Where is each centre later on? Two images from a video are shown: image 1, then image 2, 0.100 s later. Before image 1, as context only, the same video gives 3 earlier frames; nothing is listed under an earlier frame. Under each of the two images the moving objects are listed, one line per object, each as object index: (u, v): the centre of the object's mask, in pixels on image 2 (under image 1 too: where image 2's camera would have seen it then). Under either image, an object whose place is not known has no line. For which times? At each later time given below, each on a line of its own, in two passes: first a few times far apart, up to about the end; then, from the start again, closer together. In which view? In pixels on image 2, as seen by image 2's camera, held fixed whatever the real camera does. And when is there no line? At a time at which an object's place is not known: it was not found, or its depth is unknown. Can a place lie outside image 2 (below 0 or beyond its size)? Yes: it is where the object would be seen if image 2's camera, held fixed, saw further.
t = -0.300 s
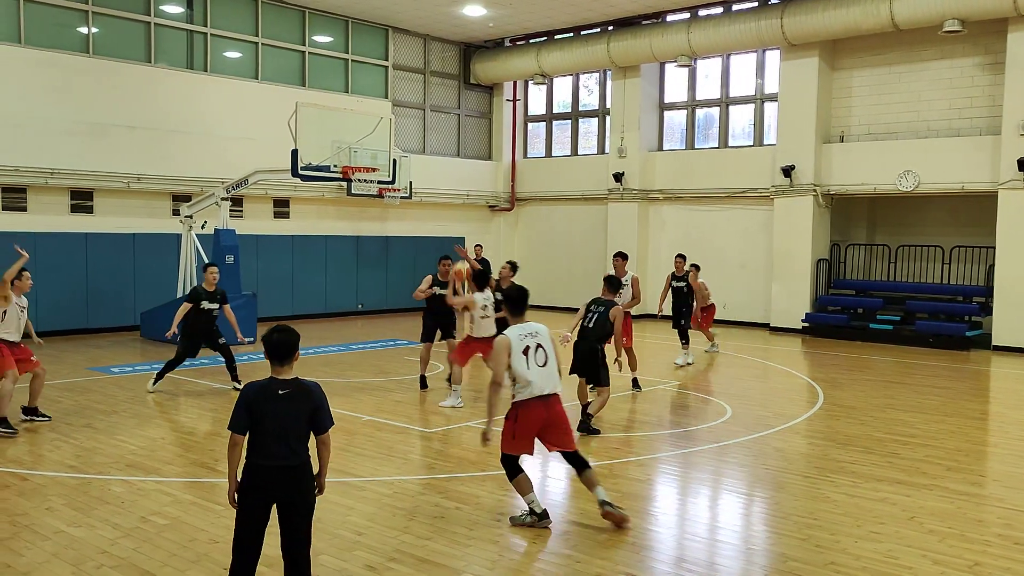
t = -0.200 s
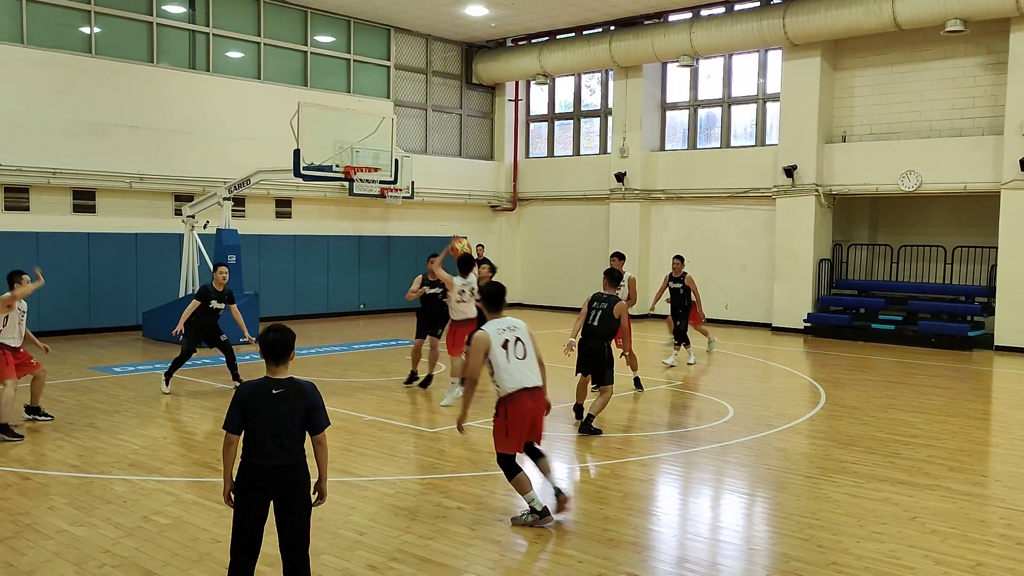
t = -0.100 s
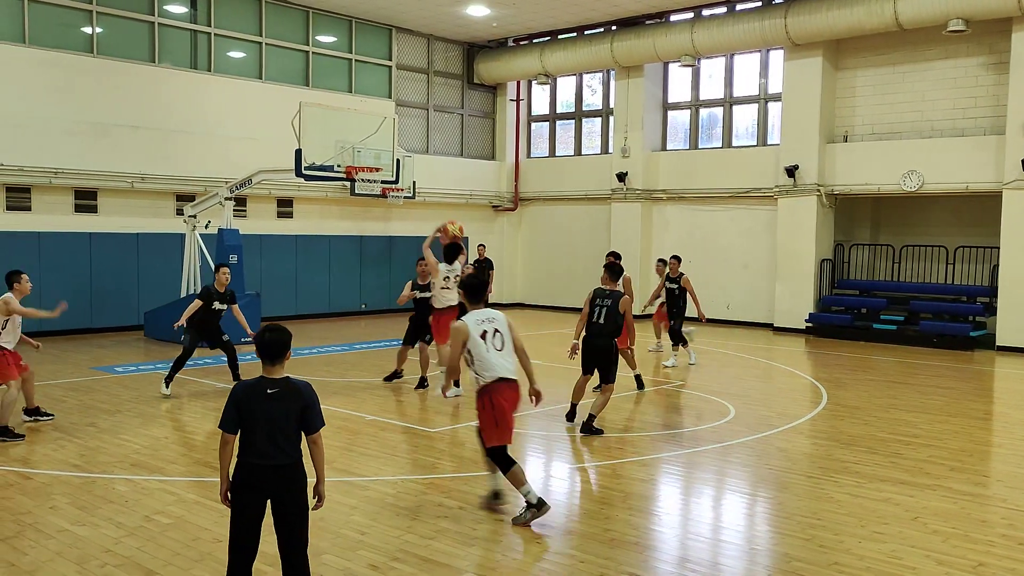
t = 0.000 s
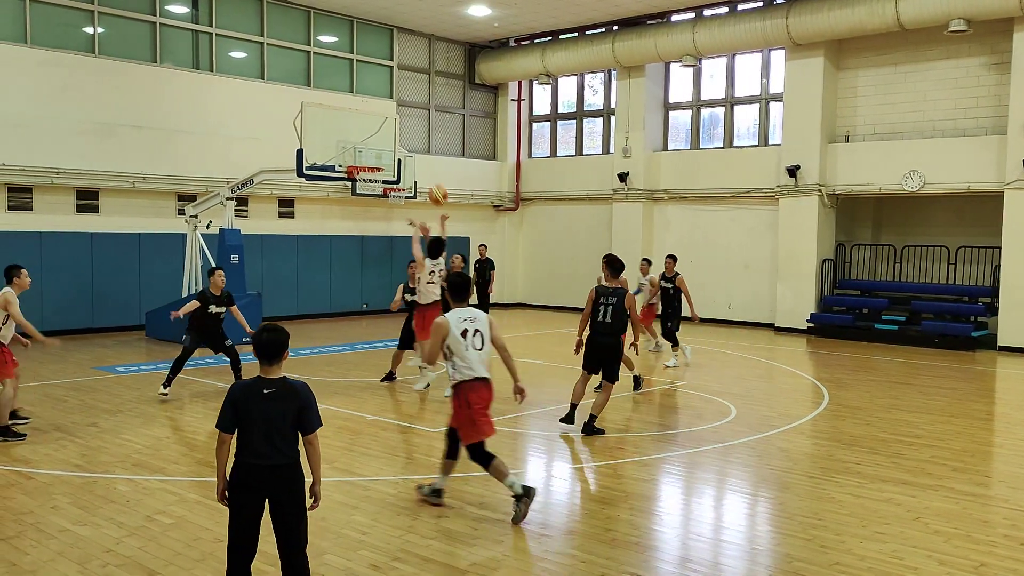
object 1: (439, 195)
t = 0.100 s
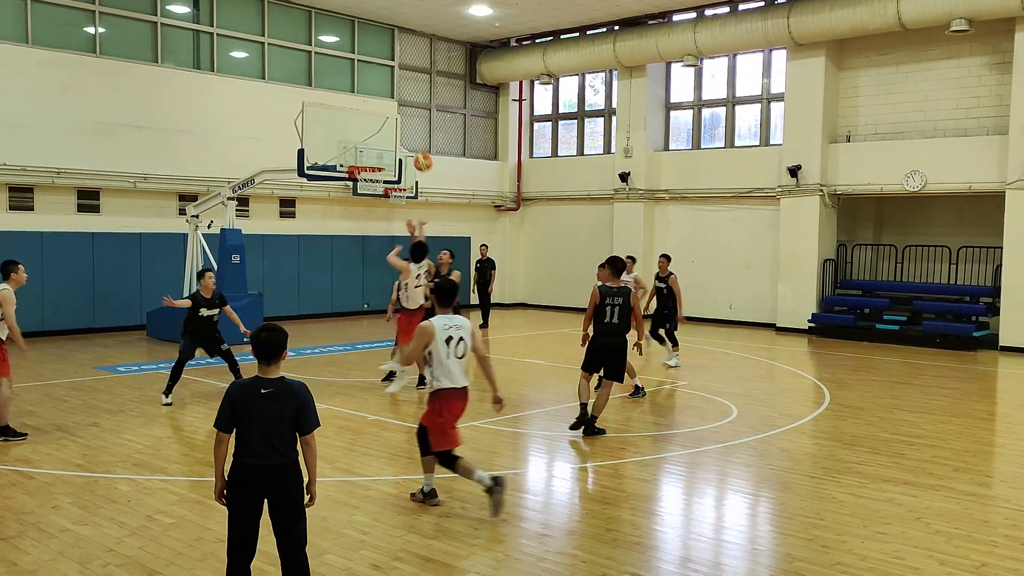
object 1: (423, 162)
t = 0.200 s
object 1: (408, 140)
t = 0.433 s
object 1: (377, 120)
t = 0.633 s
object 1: (354, 133)
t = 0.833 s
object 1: (376, 160)
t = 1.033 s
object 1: (405, 153)
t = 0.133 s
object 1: (418, 153)
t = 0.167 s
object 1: (413, 146)
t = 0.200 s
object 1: (408, 140)
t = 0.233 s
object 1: (403, 134)
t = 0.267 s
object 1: (399, 129)
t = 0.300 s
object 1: (394, 126)
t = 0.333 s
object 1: (390, 123)
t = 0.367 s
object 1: (385, 121)
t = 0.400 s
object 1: (381, 120)
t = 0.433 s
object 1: (377, 120)
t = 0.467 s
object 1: (373, 120)
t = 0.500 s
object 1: (369, 122)
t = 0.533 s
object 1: (365, 123)
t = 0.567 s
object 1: (361, 126)
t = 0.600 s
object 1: (357, 129)
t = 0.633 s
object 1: (354, 133)
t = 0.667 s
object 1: (350, 137)
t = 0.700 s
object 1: (350, 141)
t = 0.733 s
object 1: (357, 145)
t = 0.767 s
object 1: (363, 150)
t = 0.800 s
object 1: (370, 156)
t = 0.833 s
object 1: (376, 160)
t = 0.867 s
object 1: (380, 157)
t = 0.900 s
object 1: (385, 155)
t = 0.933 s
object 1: (390, 153)
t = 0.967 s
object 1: (395, 152)
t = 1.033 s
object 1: (405, 153)
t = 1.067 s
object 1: (409, 155)
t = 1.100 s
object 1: (415, 157)
